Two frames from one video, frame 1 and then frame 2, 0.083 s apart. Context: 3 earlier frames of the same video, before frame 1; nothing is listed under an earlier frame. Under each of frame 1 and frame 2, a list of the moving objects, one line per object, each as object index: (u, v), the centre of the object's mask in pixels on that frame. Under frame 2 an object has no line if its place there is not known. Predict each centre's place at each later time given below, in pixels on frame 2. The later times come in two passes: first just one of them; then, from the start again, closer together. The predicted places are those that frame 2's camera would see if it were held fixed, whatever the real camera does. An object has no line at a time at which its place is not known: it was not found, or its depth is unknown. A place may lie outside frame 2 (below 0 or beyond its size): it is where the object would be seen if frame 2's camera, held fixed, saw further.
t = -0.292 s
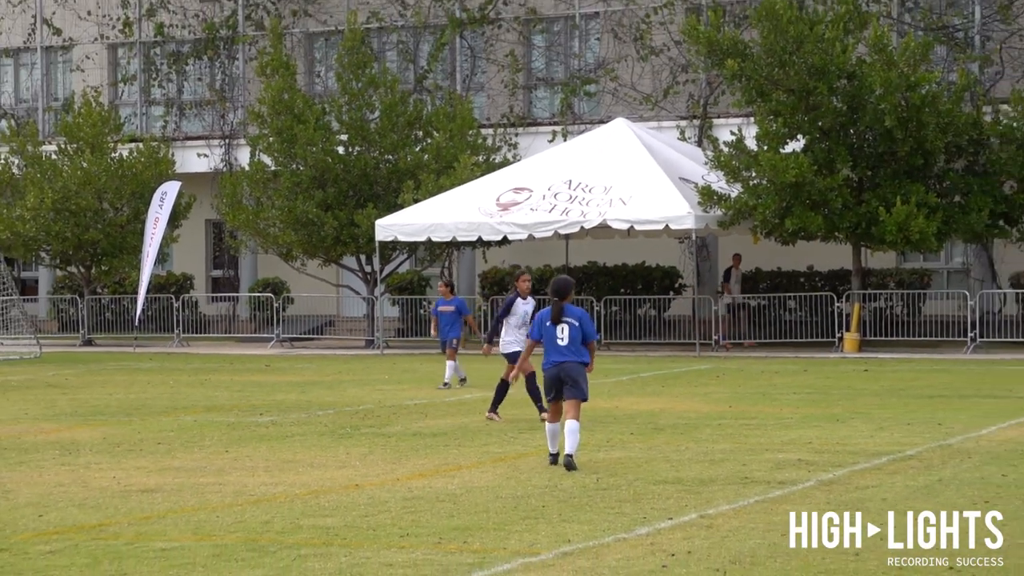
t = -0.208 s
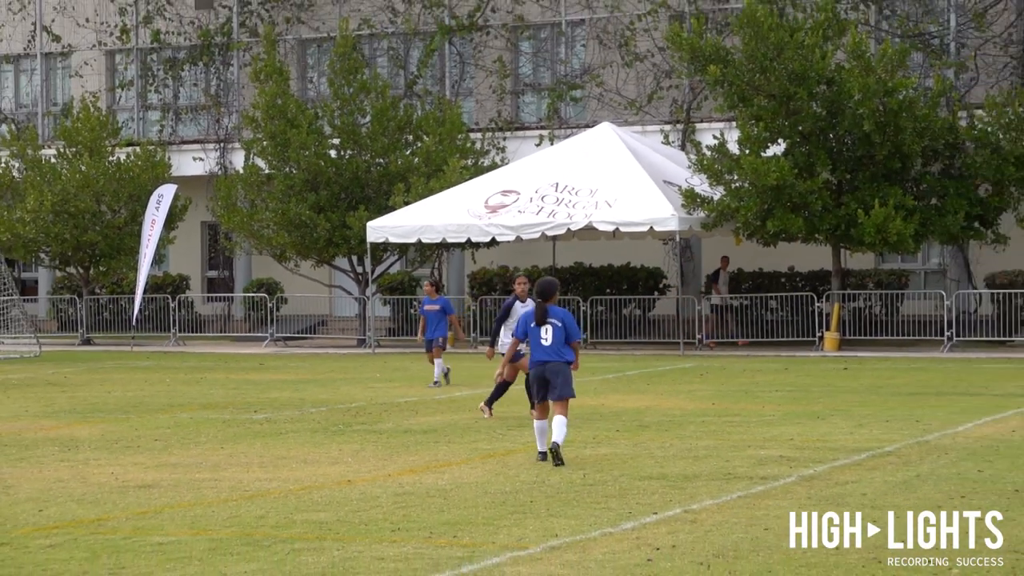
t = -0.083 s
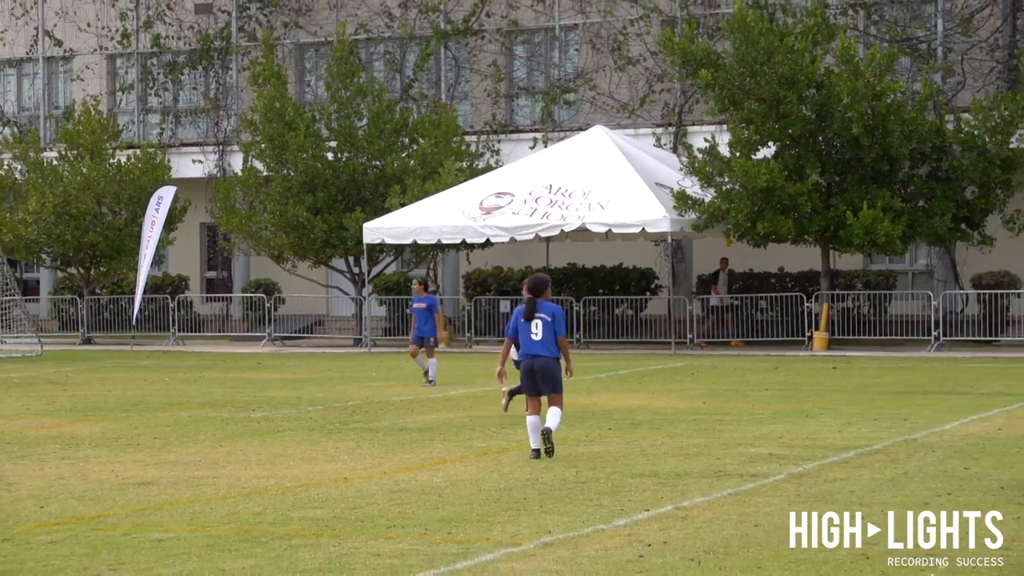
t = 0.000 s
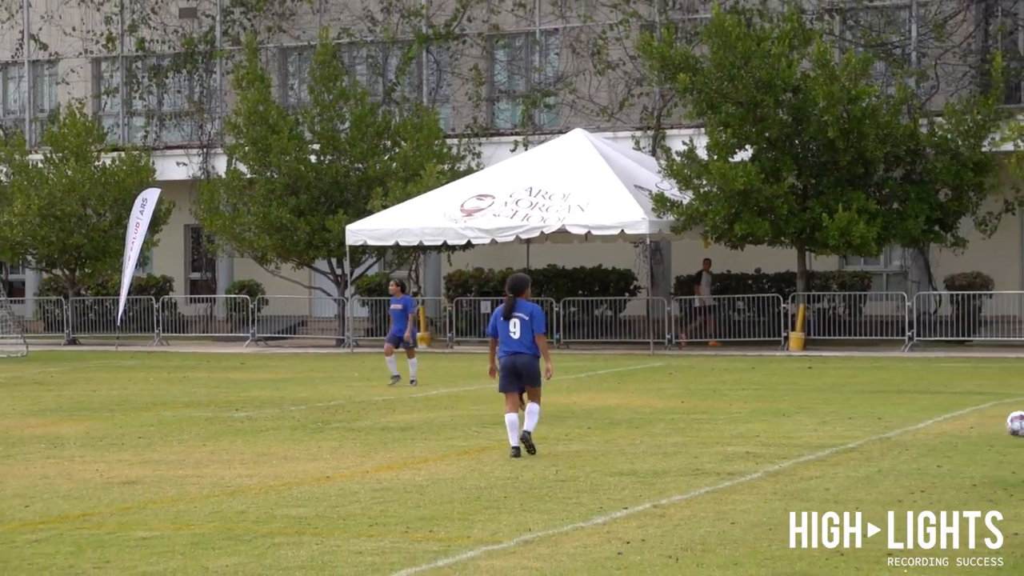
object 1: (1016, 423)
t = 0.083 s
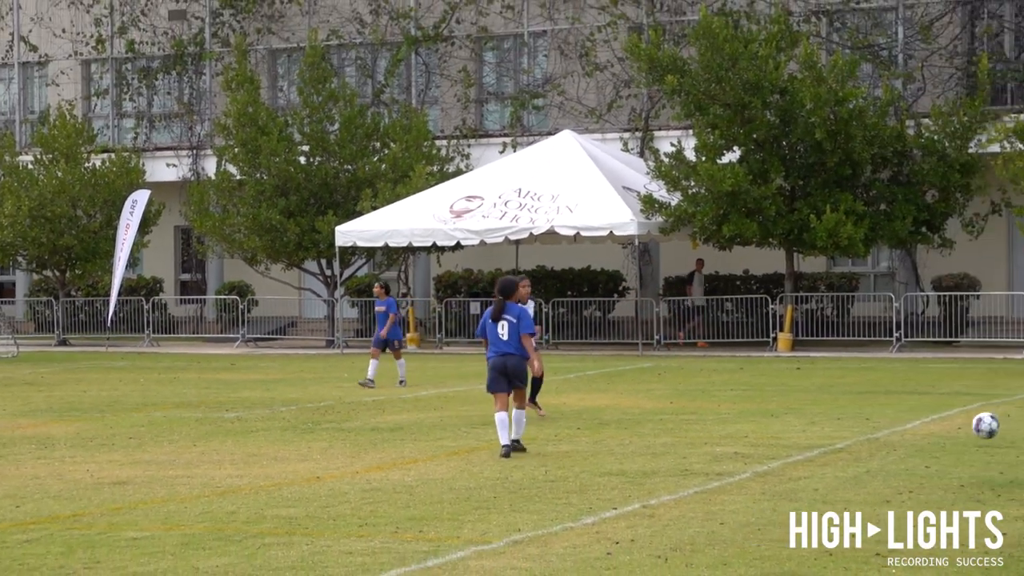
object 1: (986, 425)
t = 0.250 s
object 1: (947, 432)
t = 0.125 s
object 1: (976, 428)
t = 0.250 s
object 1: (947, 432)
